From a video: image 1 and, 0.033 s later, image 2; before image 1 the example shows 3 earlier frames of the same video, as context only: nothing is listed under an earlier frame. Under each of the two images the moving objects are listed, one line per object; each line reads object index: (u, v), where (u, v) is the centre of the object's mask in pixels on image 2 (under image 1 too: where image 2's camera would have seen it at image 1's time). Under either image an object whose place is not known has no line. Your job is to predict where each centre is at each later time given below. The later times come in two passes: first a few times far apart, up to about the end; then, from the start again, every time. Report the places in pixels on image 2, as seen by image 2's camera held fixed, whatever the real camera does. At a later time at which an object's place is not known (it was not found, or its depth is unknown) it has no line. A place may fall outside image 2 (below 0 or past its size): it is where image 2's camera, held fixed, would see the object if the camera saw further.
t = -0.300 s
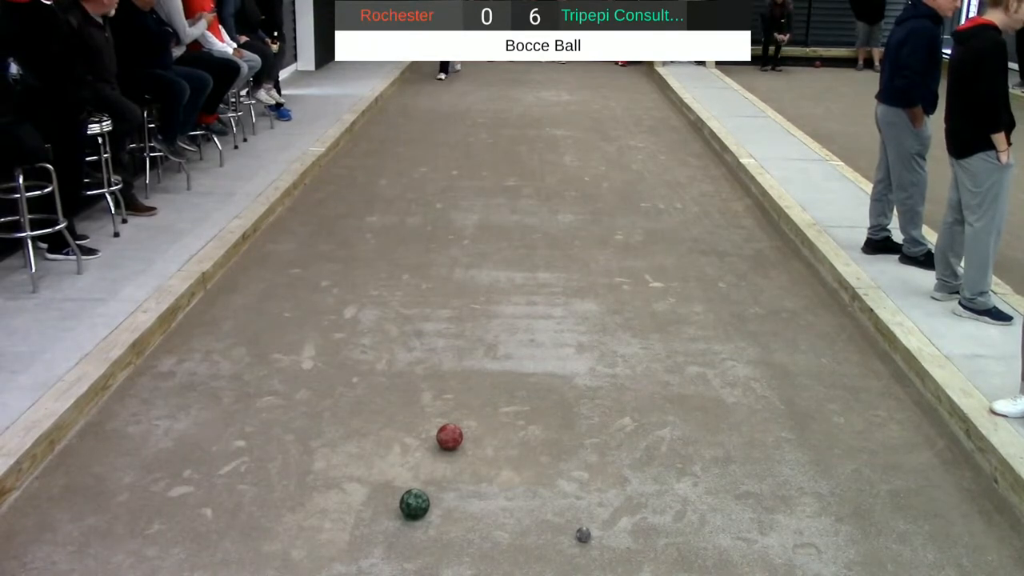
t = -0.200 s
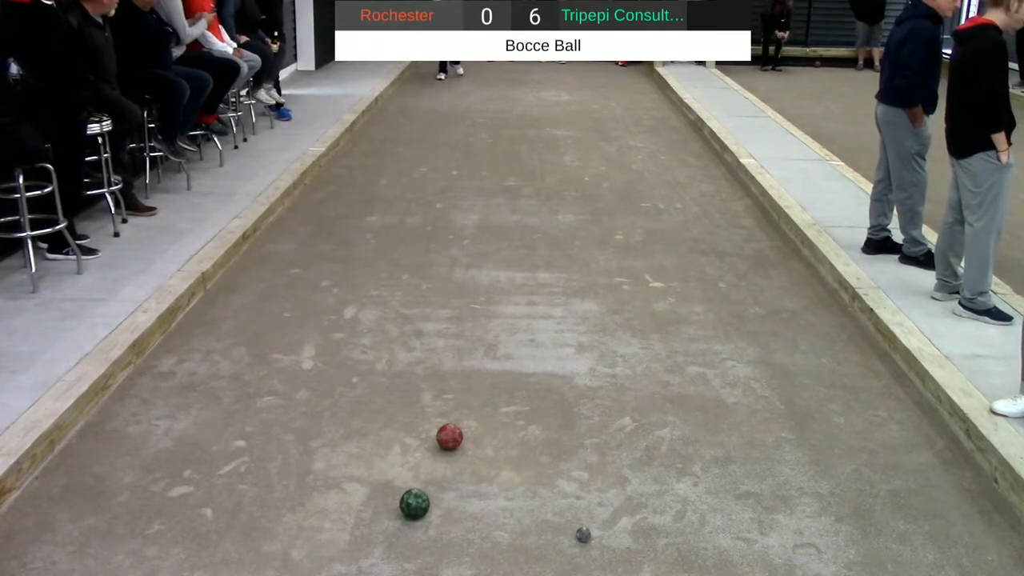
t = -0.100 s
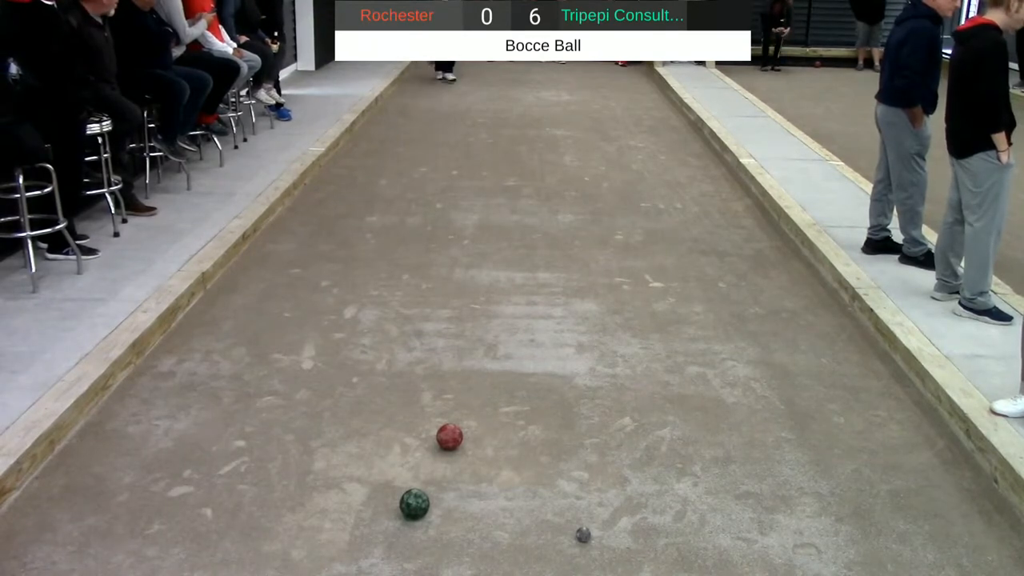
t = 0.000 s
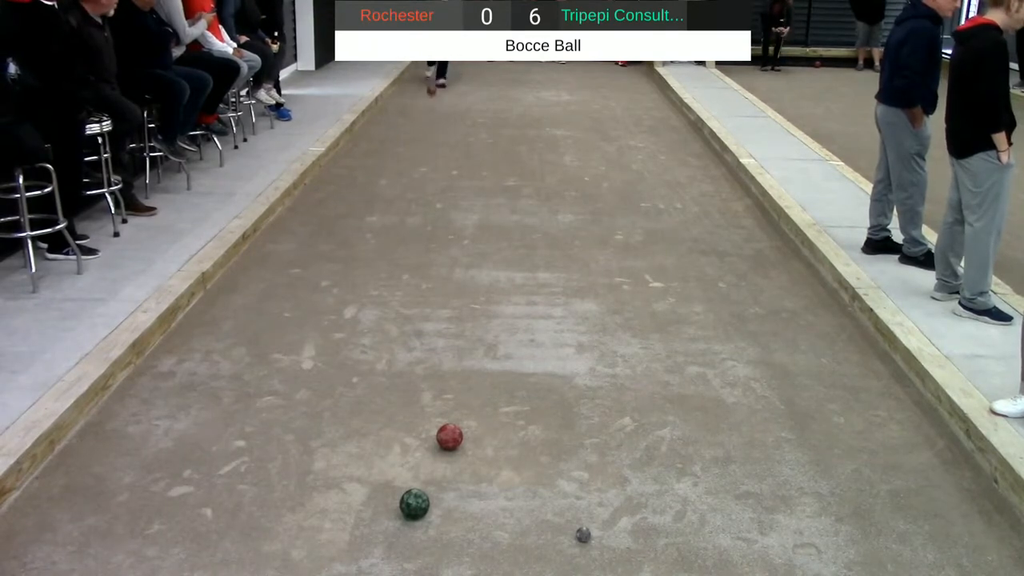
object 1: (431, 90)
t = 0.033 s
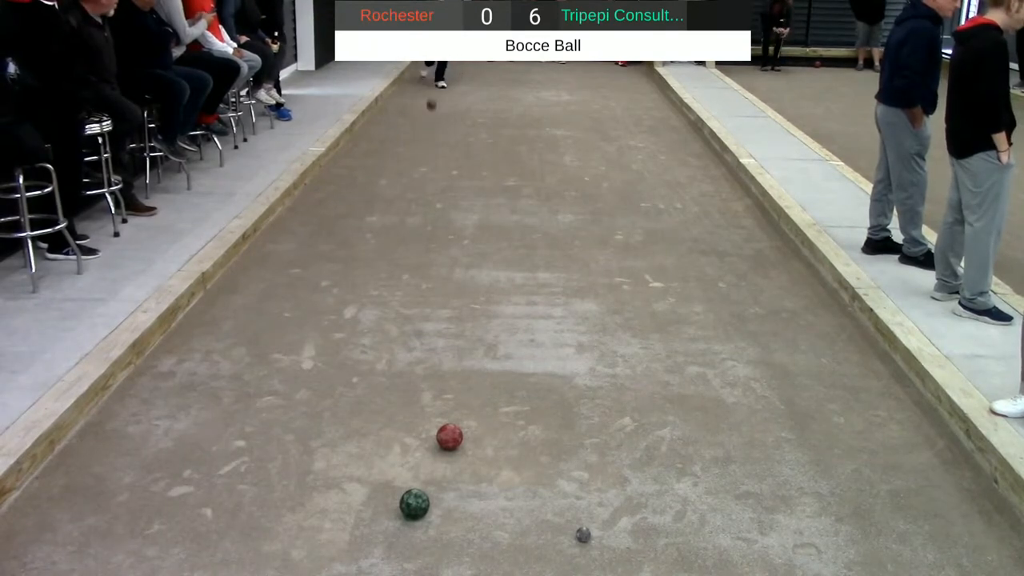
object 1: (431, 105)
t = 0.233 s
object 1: (431, 160)
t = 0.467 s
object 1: (430, 259)
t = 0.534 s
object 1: (430, 294)
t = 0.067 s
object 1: (431, 121)
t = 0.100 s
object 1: (431, 139)
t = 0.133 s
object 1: (431, 147)
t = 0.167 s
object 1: (431, 149)
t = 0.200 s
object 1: (431, 154)
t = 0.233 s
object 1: (431, 160)
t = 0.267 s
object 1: (431, 169)
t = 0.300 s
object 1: (431, 179)
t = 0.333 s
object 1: (431, 192)
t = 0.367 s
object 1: (431, 208)
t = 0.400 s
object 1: (431, 227)
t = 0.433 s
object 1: (431, 247)
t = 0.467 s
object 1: (430, 259)
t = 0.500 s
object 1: (430, 275)
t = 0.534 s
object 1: (430, 294)
